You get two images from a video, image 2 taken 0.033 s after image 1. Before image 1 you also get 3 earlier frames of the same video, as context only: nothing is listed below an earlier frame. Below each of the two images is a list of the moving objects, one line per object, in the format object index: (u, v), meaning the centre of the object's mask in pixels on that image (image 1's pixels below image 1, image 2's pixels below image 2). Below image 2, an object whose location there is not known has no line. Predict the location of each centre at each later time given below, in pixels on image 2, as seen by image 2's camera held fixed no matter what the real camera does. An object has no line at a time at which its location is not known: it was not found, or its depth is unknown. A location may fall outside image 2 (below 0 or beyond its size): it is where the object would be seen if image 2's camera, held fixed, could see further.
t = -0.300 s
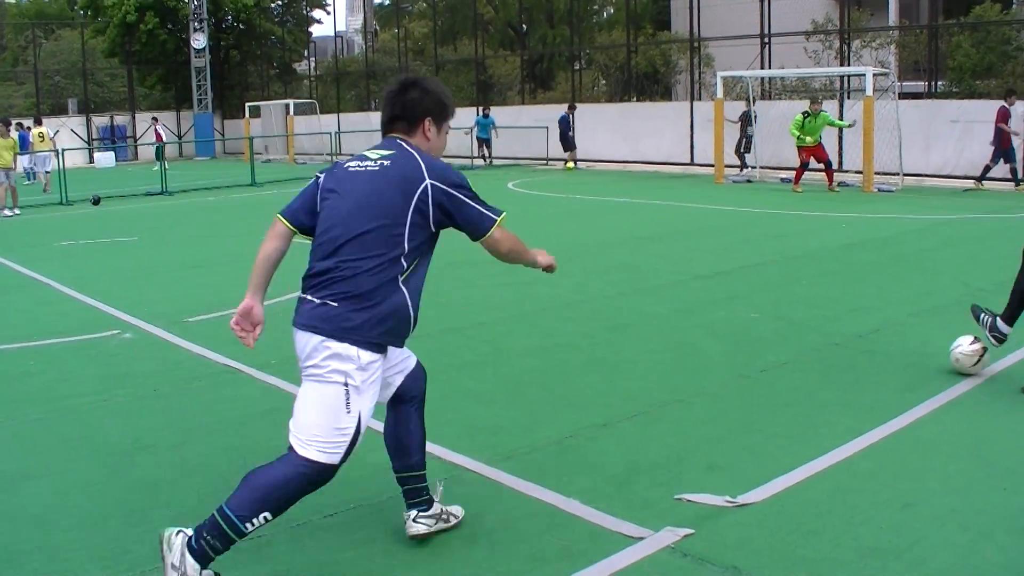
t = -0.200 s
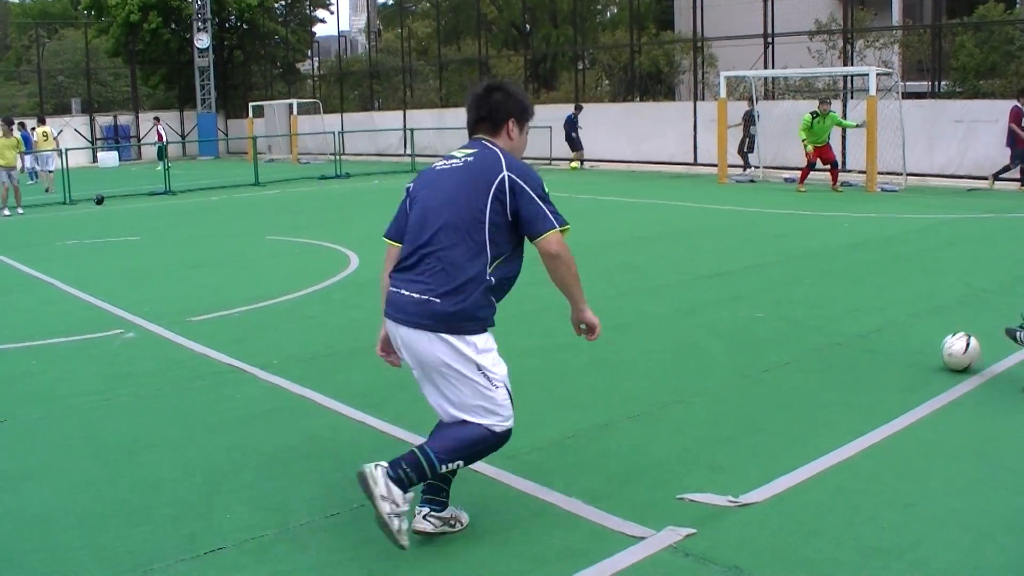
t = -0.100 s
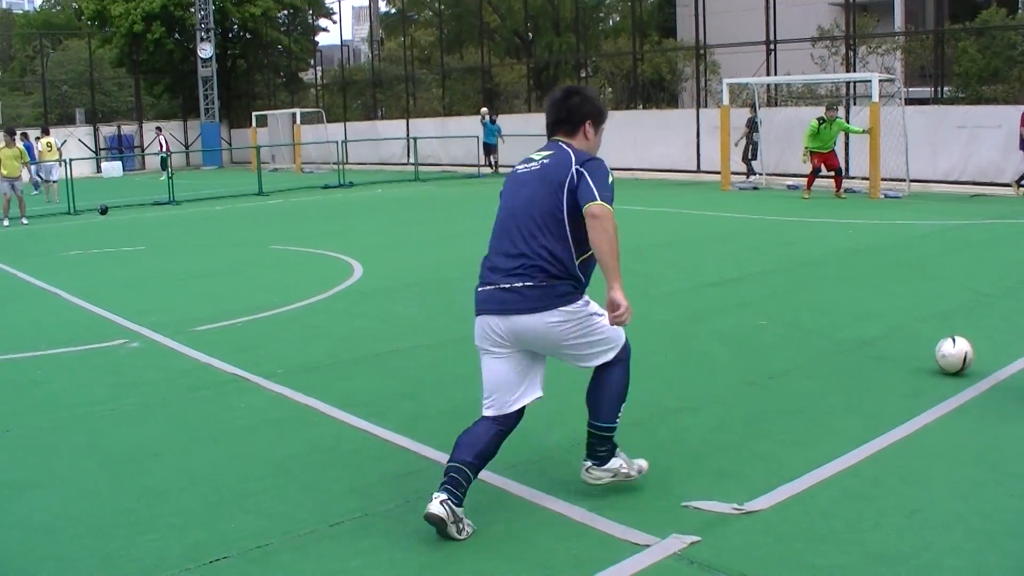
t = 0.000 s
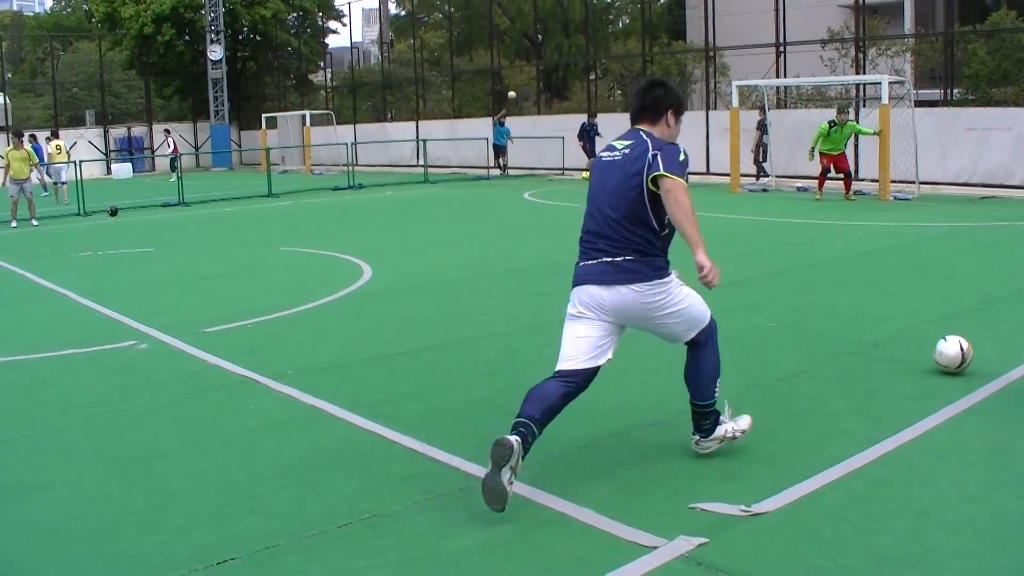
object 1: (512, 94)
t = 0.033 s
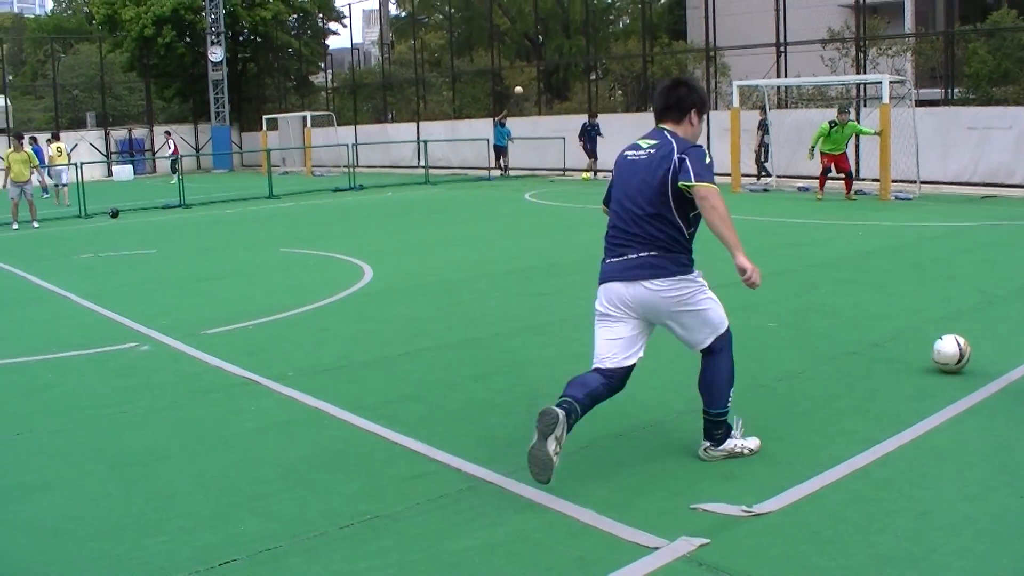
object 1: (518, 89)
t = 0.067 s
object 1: (524, 85)
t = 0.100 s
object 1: (531, 80)
